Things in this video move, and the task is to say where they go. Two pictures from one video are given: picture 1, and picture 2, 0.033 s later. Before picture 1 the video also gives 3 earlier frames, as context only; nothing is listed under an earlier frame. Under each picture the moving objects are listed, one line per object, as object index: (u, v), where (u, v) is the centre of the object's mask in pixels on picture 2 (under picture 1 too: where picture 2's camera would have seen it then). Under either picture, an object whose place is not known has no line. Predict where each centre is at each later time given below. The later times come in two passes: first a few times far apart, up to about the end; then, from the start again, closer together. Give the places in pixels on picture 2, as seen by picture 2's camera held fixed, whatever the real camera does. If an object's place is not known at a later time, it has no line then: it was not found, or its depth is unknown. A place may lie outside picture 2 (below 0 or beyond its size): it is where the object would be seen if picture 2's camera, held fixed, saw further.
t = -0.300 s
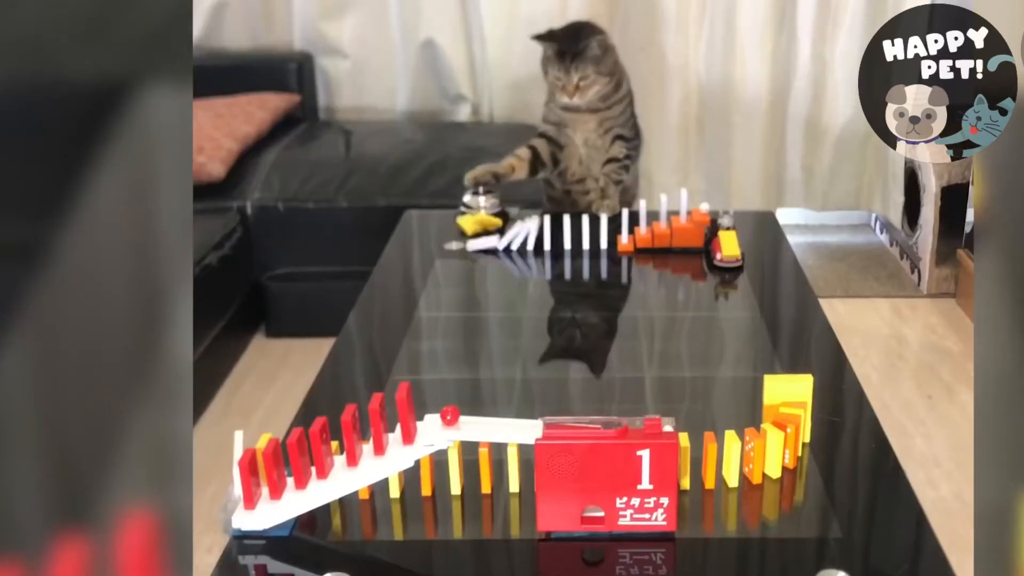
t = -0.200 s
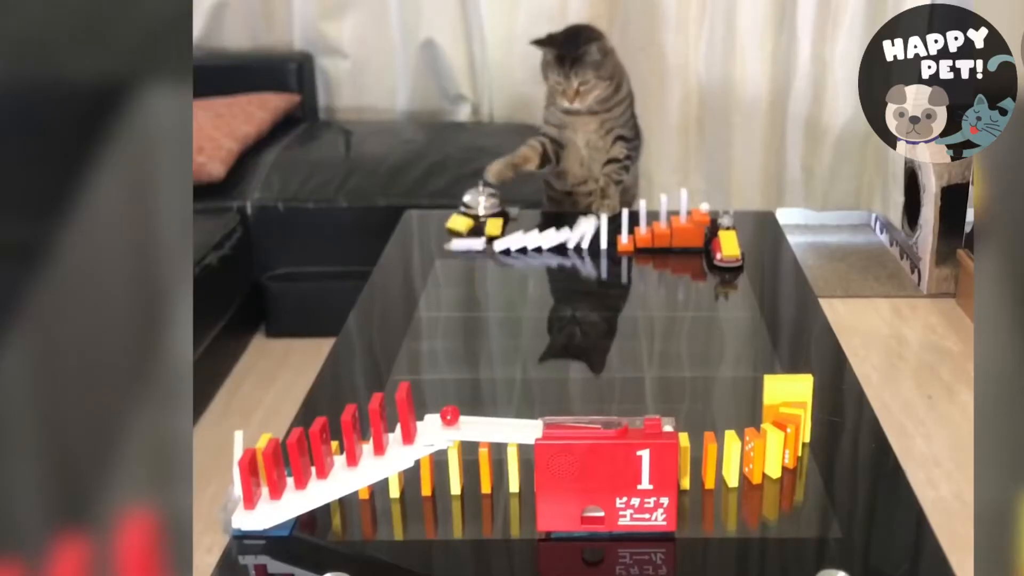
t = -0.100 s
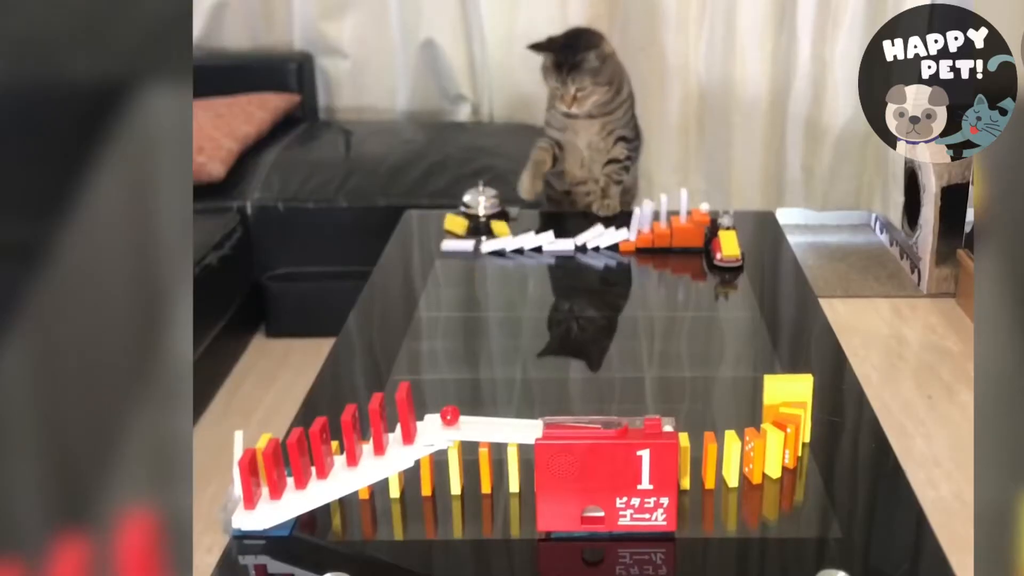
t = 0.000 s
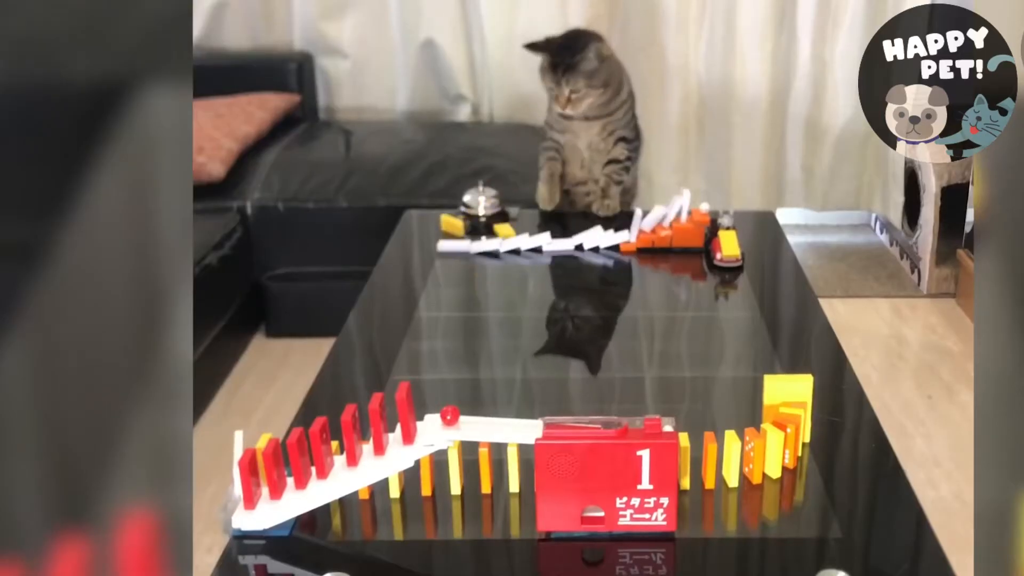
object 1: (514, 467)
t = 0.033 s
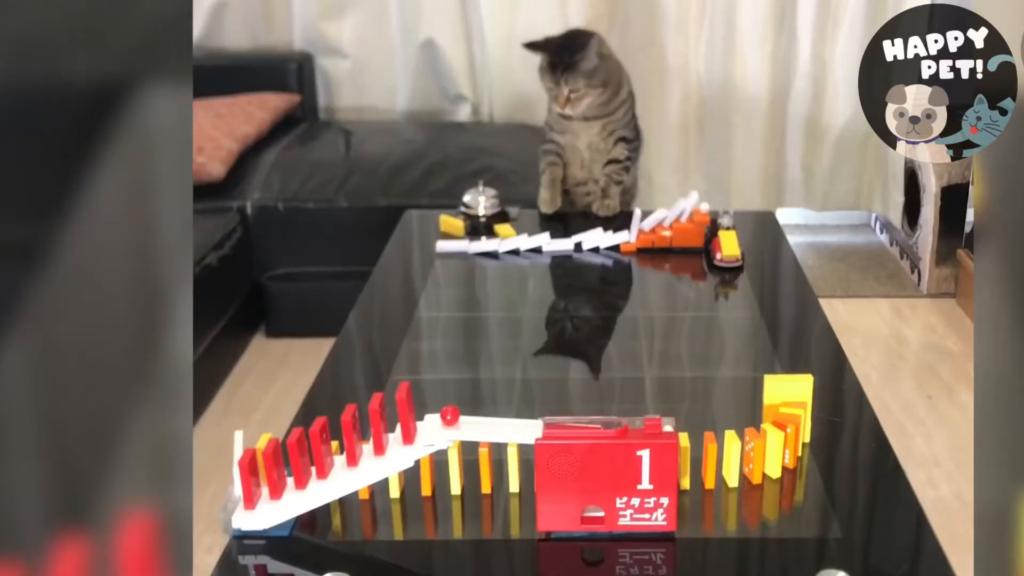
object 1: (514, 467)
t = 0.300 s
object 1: (514, 467)
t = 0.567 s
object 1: (514, 467)
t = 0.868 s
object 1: (514, 467)
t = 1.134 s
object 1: (514, 467)
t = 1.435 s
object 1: (514, 467)
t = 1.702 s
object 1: (514, 467)
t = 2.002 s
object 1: (501, 474)
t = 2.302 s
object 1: (489, 478)
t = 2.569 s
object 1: (489, 478)
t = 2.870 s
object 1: (489, 478)
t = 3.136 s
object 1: (489, 478)
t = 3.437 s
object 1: (489, 478)
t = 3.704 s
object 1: (489, 478)
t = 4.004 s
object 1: (489, 478)
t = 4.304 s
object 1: (489, 478)
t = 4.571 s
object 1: (489, 478)
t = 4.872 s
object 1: (489, 478)
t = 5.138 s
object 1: (489, 478)
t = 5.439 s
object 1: (489, 478)
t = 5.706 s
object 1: (489, 478)
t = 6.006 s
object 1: (489, 478)
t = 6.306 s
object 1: (489, 478)
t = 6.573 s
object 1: (489, 478)
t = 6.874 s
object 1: (489, 478)
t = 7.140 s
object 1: (489, 478)
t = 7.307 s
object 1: (489, 478)
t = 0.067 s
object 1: (514, 467)
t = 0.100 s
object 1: (514, 468)
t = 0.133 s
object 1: (514, 467)
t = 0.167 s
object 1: (514, 467)
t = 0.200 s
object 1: (514, 467)
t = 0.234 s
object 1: (514, 467)
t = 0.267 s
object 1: (514, 467)
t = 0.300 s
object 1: (514, 467)
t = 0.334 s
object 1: (514, 467)
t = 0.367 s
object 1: (514, 467)
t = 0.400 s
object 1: (514, 467)
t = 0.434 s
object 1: (514, 467)
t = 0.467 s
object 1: (514, 467)
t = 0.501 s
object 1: (514, 467)
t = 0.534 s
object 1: (514, 467)
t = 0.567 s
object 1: (514, 467)
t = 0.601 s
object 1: (514, 467)
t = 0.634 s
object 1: (514, 467)
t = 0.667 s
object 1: (514, 467)
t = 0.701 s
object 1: (514, 467)
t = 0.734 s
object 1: (514, 467)
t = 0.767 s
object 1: (514, 467)
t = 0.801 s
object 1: (514, 467)
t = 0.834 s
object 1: (514, 467)
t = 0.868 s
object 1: (514, 467)
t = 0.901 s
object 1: (514, 467)
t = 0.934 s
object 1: (514, 467)
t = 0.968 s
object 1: (514, 467)
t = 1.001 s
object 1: (514, 467)
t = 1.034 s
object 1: (514, 467)
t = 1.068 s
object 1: (514, 467)
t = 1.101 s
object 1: (514, 467)
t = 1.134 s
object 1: (514, 467)
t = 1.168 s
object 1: (514, 467)
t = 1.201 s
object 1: (514, 467)
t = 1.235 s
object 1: (514, 467)
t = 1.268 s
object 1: (514, 467)
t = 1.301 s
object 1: (514, 467)
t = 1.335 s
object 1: (514, 467)
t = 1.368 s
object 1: (514, 467)
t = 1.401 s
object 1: (514, 467)
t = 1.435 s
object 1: (514, 467)
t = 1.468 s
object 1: (514, 467)
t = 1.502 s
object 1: (514, 467)
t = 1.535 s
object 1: (514, 467)
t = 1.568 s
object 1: (514, 467)
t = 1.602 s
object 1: (514, 467)
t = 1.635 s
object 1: (514, 467)
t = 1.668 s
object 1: (514, 467)
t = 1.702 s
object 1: (514, 467)
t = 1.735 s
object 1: (514, 467)
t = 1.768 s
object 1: (514, 467)
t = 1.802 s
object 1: (514, 467)
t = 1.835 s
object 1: (514, 467)
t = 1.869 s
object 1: (514, 467)
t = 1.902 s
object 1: (514, 467)
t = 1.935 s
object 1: (514, 467)
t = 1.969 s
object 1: (509, 466)
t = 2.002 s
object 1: (501, 474)
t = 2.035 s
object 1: (496, 475)
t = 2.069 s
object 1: (493, 478)
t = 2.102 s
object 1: (490, 478)
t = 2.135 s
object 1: (489, 478)
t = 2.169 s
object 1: (489, 478)
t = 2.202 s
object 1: (489, 478)
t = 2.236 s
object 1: (489, 478)
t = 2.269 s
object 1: (489, 478)
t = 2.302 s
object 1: (489, 478)
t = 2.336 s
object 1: (489, 478)
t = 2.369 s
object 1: (489, 478)
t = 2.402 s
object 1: (489, 478)
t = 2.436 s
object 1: (489, 478)
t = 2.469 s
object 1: (489, 478)
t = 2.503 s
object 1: (489, 478)
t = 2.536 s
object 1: (489, 478)
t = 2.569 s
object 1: (489, 478)
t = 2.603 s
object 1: (489, 478)
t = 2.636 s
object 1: (489, 478)
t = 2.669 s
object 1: (489, 478)
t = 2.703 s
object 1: (489, 478)
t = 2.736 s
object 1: (489, 478)
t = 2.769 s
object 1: (489, 478)
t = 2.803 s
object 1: (489, 478)
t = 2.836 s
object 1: (489, 478)
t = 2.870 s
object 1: (489, 478)
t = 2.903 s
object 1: (489, 478)
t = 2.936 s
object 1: (489, 478)
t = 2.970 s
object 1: (489, 478)
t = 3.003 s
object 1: (489, 478)
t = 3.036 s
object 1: (489, 478)
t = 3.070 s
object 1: (489, 478)
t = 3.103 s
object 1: (489, 478)
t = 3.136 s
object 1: (489, 478)
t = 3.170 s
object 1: (489, 478)
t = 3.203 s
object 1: (489, 478)
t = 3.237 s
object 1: (489, 478)
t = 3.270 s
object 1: (489, 478)
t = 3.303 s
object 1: (489, 478)
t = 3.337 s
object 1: (489, 478)
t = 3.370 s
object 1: (489, 478)
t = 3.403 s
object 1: (489, 478)
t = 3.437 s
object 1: (489, 478)
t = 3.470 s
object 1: (489, 478)
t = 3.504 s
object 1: (489, 478)
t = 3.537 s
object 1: (489, 478)
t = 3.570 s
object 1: (489, 478)
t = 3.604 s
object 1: (489, 478)
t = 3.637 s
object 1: (489, 478)
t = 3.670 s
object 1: (489, 478)
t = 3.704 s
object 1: (489, 478)
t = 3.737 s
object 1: (489, 478)
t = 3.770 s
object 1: (489, 478)
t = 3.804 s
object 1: (489, 478)
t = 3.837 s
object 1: (489, 478)
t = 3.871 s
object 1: (489, 478)
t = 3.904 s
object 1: (489, 478)
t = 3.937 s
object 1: (489, 478)
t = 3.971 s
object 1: (489, 478)
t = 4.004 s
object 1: (489, 478)
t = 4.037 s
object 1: (489, 478)
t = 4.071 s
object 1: (489, 478)
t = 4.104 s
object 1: (489, 478)
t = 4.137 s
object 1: (489, 478)
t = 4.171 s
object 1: (489, 478)
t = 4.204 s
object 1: (489, 478)
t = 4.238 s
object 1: (489, 478)
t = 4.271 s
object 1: (489, 478)
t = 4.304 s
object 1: (489, 478)
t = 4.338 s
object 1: (489, 478)
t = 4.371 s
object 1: (489, 478)
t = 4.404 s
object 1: (489, 478)
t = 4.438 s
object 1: (489, 478)
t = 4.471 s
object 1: (489, 478)
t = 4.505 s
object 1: (489, 478)
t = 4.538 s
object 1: (489, 478)
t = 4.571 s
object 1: (489, 478)
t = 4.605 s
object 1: (489, 478)
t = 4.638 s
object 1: (489, 478)
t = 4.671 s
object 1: (489, 478)
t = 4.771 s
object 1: (489, 478)
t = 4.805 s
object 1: (489, 478)
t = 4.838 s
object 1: (489, 478)
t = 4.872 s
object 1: (489, 478)
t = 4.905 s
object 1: (489, 478)
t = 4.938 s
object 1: (489, 478)
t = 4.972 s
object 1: (489, 478)
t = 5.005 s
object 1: (489, 478)
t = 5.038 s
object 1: (489, 478)
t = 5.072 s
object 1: (489, 478)
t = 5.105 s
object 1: (489, 478)
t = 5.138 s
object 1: (489, 478)
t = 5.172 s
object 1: (489, 478)
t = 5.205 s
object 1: (489, 478)
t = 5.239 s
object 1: (489, 478)
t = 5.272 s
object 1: (489, 478)
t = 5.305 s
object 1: (489, 478)
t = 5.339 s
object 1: (489, 478)
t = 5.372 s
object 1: (489, 478)
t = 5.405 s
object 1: (489, 478)
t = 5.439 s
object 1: (489, 478)
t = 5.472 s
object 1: (489, 478)
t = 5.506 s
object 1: (489, 478)
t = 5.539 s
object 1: (489, 478)
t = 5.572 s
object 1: (489, 478)
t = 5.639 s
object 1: (489, 478)
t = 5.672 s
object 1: (489, 478)
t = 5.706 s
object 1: (489, 478)
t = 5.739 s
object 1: (489, 478)
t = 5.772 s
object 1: (489, 478)
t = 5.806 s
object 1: (489, 478)
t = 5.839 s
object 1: (489, 478)
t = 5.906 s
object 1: (489, 478)
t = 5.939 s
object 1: (489, 478)
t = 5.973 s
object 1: (489, 478)
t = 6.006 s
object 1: (489, 478)
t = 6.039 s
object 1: (489, 478)
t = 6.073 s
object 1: (489, 478)
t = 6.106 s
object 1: (489, 478)
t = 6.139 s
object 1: (489, 478)
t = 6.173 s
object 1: (489, 478)
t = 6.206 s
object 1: (489, 478)
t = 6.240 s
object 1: (489, 478)
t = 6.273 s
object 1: (489, 478)
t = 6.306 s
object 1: (489, 478)
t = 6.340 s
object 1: (489, 478)
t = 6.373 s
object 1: (489, 478)
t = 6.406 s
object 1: (489, 478)
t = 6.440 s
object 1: (489, 478)
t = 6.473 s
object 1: (489, 478)
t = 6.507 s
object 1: (489, 478)
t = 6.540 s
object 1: (489, 478)
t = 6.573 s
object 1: (489, 478)
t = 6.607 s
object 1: (489, 478)
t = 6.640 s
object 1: (489, 478)
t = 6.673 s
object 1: (489, 478)
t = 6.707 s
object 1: (489, 478)
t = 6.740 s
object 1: (489, 478)
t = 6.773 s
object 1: (489, 478)
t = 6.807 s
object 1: (489, 478)
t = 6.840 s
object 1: (489, 478)
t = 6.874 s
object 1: (489, 478)
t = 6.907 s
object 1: (489, 478)
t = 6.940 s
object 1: (489, 478)
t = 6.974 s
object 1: (489, 478)
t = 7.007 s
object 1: (489, 478)
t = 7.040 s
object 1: (489, 478)
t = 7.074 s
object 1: (489, 478)
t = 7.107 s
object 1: (489, 478)
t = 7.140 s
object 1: (489, 478)
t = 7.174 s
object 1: (489, 478)
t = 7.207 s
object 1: (489, 478)
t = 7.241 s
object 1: (489, 478)
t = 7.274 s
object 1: (489, 478)
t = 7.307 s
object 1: (489, 478)
